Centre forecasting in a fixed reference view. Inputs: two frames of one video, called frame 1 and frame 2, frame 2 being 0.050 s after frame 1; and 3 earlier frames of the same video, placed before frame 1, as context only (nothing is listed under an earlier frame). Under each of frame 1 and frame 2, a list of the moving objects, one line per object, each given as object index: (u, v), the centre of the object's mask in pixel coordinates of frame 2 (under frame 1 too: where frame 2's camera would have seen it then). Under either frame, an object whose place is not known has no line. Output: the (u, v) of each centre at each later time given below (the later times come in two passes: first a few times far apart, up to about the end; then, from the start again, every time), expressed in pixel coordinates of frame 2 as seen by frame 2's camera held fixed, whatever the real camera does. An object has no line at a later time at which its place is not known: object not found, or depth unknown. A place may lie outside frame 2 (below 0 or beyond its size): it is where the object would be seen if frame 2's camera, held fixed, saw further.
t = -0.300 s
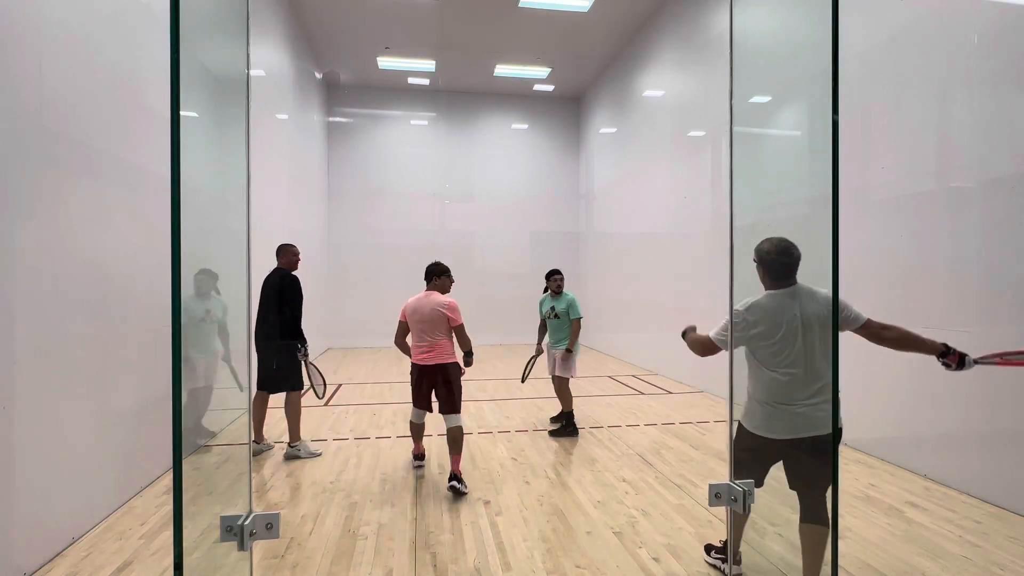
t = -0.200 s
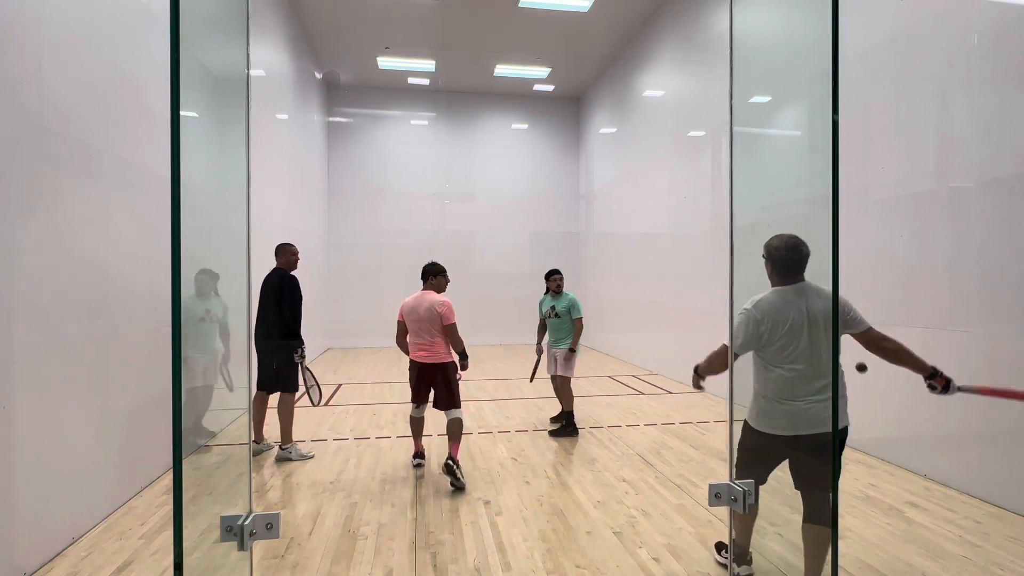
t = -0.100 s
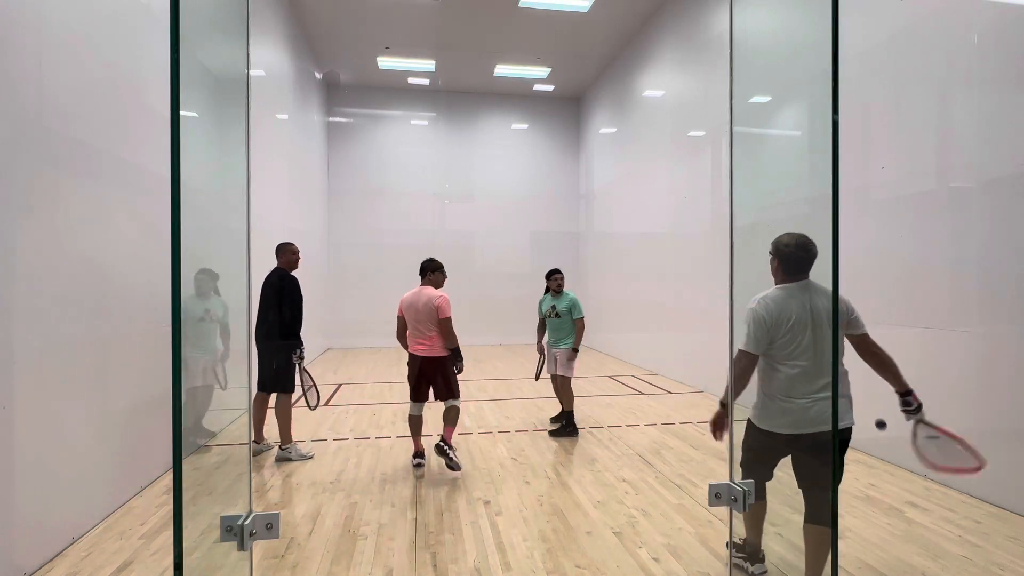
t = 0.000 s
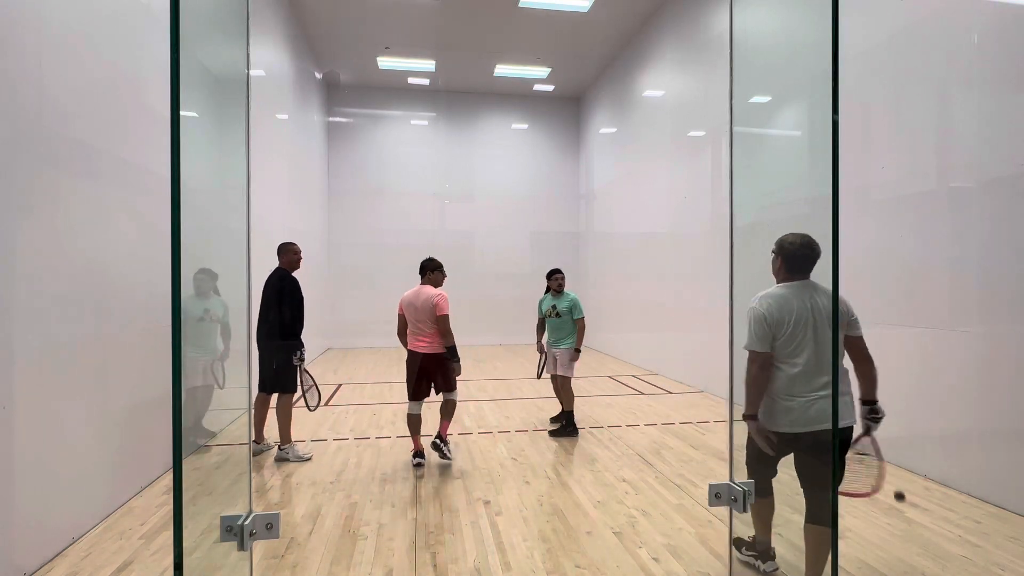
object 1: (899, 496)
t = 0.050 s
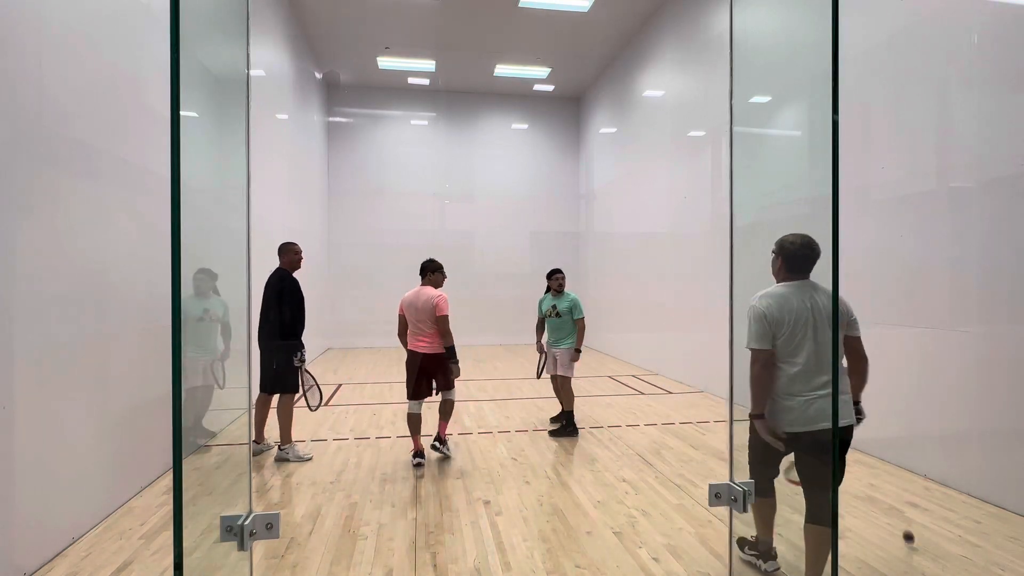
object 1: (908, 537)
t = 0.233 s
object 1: (940, 432)
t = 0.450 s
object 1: (977, 363)
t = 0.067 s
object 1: (911, 538)
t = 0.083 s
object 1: (914, 525)
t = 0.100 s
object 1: (917, 512)
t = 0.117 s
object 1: (920, 501)
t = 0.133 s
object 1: (923, 490)
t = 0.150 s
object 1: (925, 479)
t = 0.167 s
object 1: (928, 469)
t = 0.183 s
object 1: (931, 459)
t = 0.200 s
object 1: (934, 449)
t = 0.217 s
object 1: (937, 441)
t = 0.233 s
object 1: (940, 432)
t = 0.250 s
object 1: (943, 424)
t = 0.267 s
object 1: (945, 416)
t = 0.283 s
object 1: (948, 409)
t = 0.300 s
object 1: (951, 402)
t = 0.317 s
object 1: (954, 396)
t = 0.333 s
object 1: (957, 390)
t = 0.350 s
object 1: (960, 385)
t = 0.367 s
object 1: (963, 380)
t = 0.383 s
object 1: (965, 376)
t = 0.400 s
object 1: (968, 372)
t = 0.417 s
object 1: (971, 369)
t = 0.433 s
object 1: (974, 365)
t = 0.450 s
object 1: (977, 363)
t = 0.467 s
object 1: (979, 361)
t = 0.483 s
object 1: (982, 359)
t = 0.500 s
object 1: (985, 358)
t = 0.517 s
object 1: (988, 358)
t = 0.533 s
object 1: (991, 358)
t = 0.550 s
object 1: (993, 358)
